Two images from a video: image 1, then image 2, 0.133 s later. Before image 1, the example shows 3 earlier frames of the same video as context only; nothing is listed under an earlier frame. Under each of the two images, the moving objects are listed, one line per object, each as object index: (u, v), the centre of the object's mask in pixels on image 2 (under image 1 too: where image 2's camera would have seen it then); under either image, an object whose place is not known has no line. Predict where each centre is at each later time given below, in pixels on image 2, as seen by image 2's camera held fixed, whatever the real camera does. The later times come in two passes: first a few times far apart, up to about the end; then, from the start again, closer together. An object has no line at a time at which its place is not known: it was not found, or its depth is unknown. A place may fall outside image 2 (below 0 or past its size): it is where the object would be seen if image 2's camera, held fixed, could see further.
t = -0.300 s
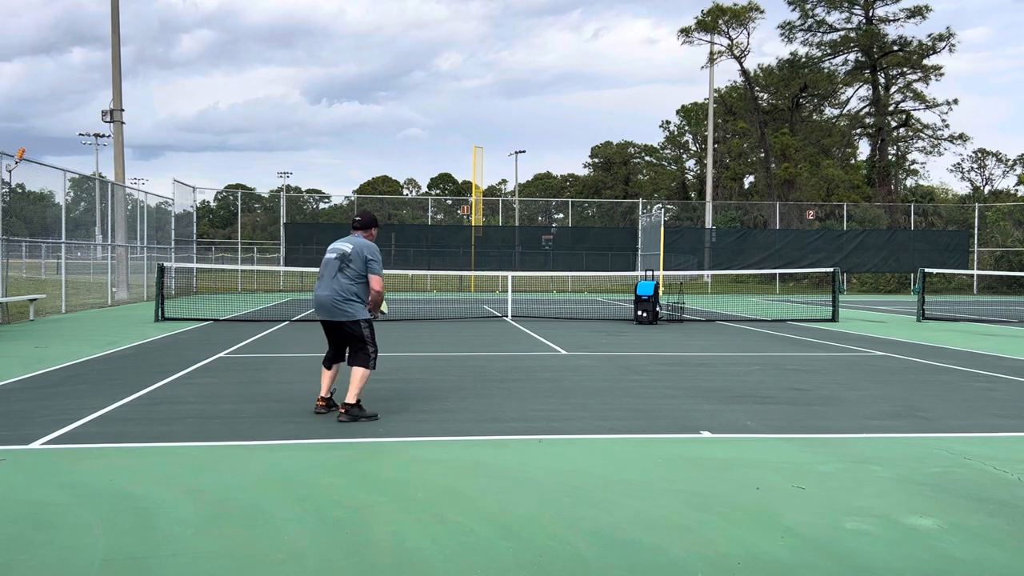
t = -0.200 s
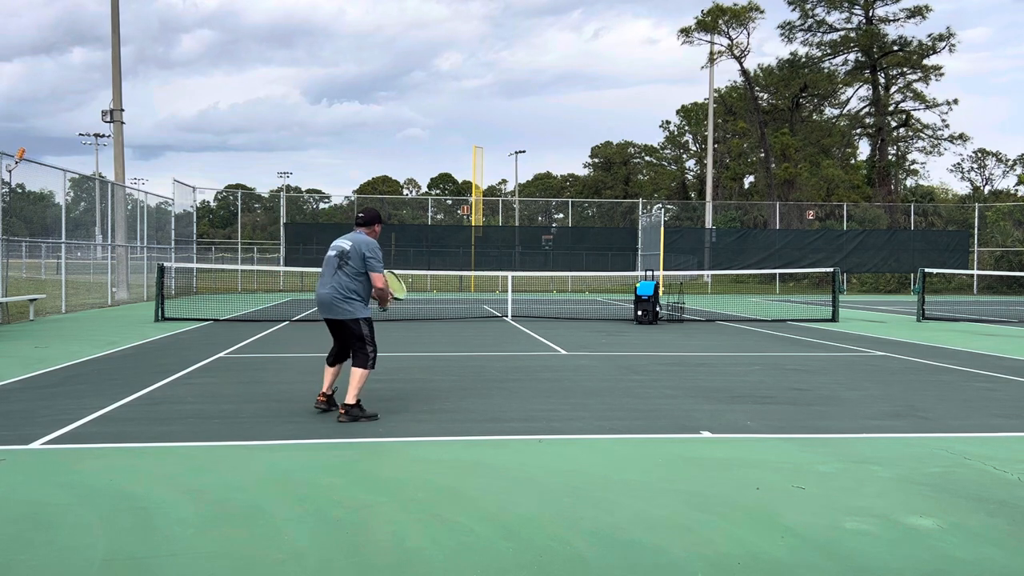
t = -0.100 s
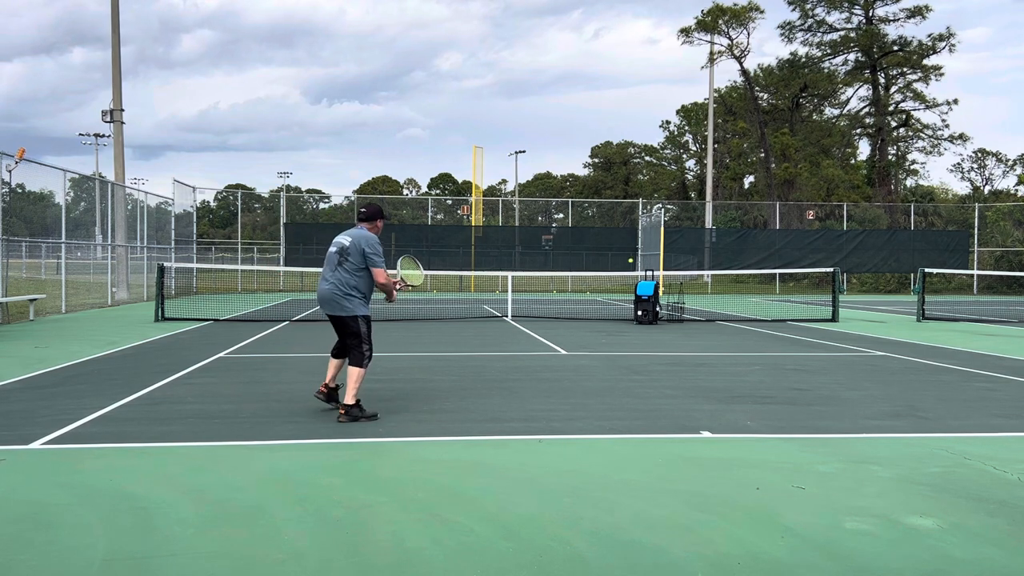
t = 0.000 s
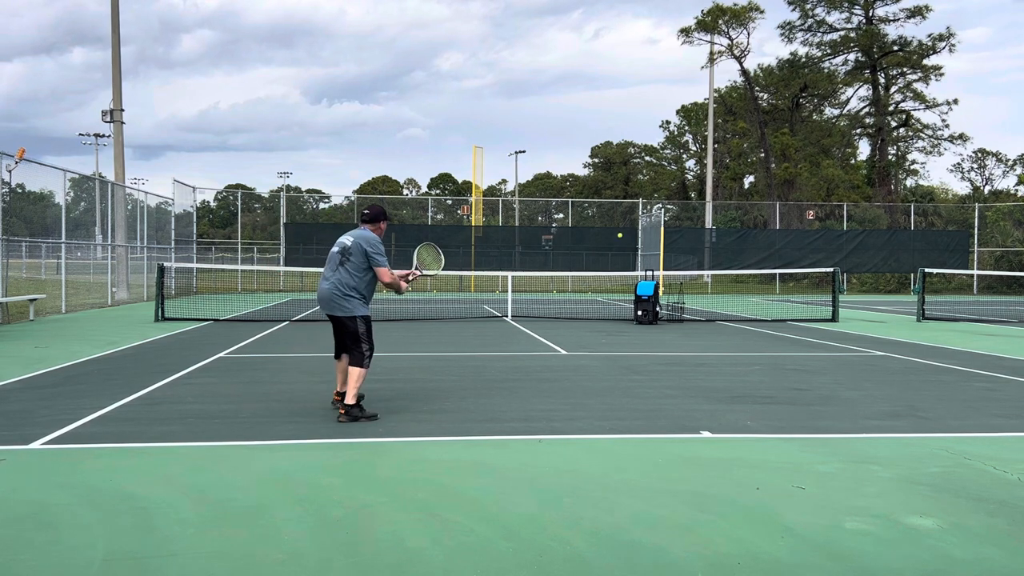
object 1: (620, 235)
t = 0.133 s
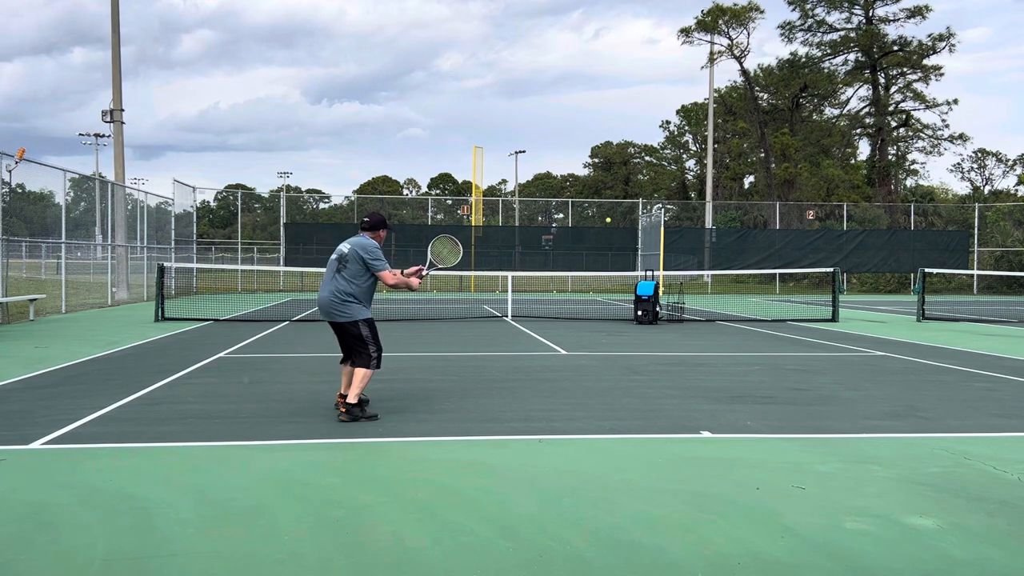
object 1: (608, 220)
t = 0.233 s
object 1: (602, 216)
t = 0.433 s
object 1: (580, 227)
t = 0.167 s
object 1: (605, 218)
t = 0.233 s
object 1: (602, 216)
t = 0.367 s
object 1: (588, 220)
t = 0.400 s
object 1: (584, 223)
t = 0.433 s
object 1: (580, 227)
